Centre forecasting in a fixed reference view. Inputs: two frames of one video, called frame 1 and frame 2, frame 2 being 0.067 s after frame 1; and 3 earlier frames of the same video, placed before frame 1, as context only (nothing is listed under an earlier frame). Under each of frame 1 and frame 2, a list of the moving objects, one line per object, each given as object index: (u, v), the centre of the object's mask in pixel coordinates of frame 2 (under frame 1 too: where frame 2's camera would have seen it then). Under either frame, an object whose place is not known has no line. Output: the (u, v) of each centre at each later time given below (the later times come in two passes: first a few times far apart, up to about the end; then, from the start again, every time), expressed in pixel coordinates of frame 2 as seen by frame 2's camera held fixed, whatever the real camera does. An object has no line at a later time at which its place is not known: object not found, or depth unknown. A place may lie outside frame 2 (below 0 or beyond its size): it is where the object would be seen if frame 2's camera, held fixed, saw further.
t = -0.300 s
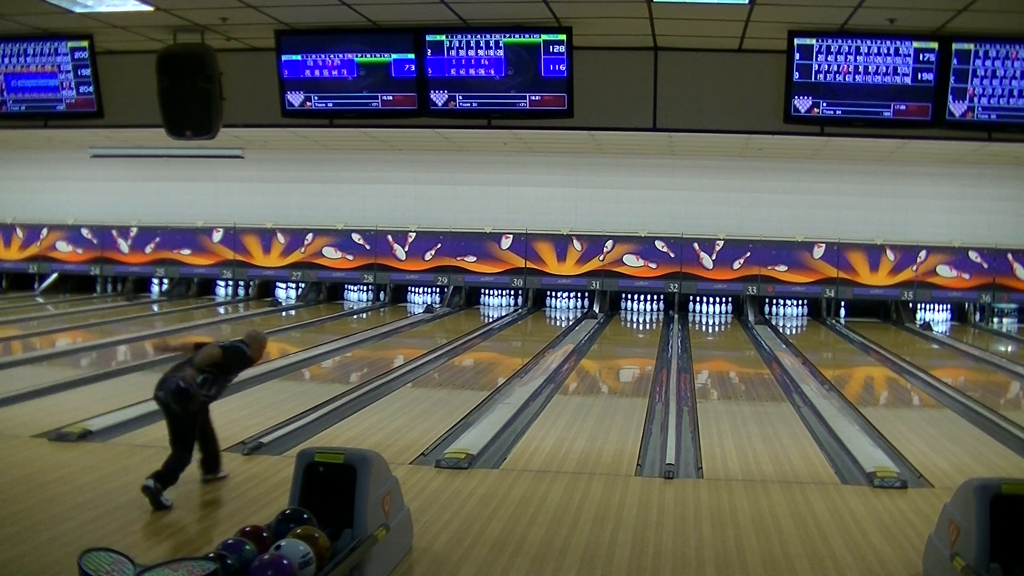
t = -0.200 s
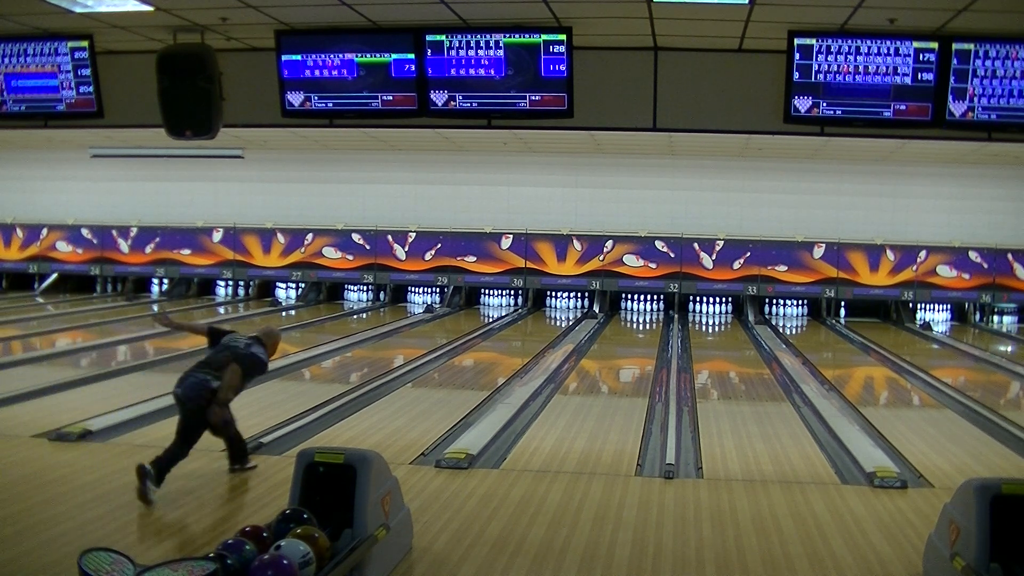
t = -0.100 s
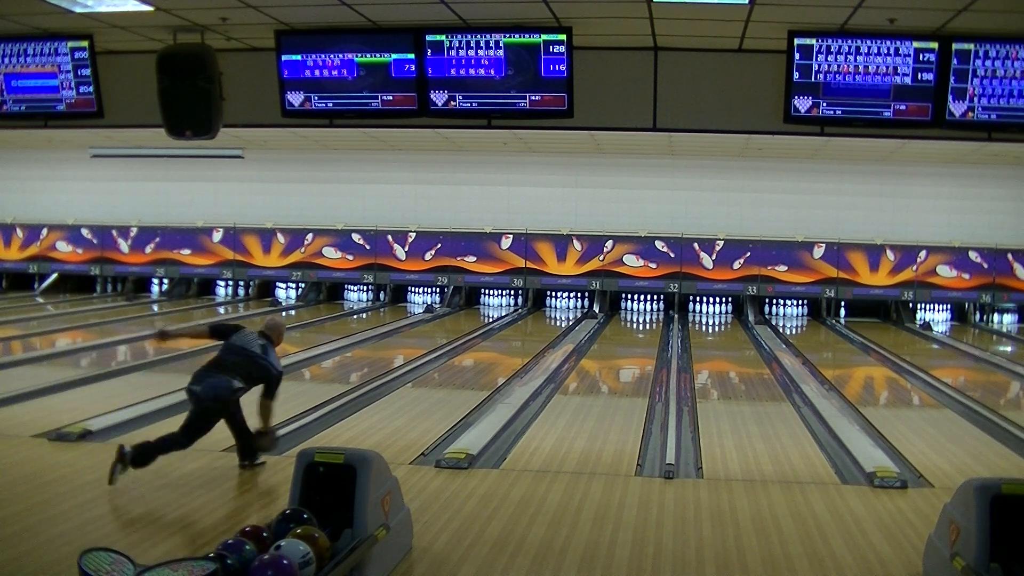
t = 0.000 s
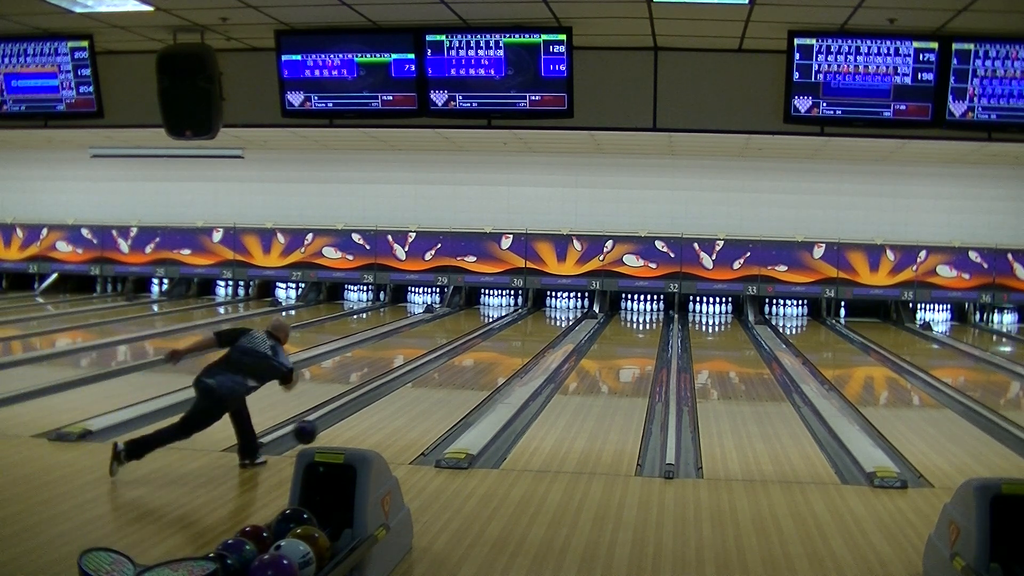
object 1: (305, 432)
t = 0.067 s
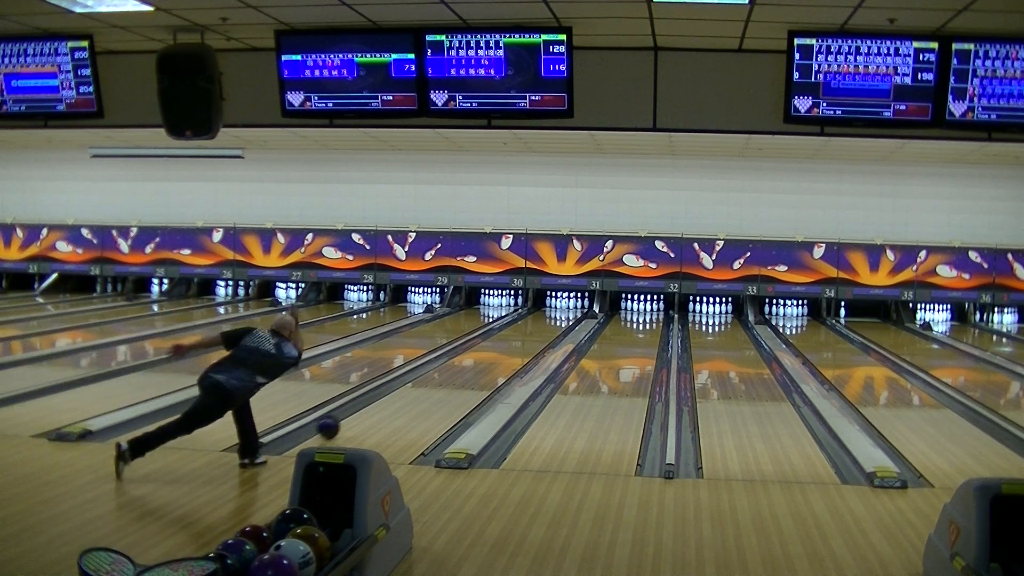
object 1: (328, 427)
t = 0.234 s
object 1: (376, 405)
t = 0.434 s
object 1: (420, 385)
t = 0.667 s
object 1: (459, 366)
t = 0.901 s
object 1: (489, 351)
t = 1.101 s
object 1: (509, 342)
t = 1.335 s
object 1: (528, 332)
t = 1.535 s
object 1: (541, 325)
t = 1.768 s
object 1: (553, 318)
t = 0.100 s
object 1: (339, 422)
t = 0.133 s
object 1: (349, 417)
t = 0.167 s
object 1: (359, 413)
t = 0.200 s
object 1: (368, 408)
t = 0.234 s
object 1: (376, 405)
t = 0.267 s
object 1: (385, 401)
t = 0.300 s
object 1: (392, 398)
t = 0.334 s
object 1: (400, 394)
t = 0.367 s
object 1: (407, 391)
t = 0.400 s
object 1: (414, 388)
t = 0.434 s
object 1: (420, 385)
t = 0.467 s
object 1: (427, 381)
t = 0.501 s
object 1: (433, 379)
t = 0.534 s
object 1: (438, 376)
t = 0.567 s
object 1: (444, 373)
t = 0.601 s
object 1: (450, 370)
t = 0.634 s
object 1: (455, 368)
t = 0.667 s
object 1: (459, 366)
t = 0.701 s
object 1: (464, 364)
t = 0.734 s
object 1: (469, 362)
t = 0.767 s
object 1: (473, 359)
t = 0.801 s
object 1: (478, 357)
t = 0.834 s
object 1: (481, 355)
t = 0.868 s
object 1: (485, 353)
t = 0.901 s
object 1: (489, 351)
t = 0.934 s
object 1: (493, 350)
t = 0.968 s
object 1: (496, 348)
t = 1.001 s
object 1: (500, 346)
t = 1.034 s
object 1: (503, 345)
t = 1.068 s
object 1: (506, 343)
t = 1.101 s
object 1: (509, 342)
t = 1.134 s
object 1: (512, 340)
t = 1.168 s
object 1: (515, 339)
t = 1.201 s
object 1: (518, 337)
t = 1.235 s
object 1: (521, 336)
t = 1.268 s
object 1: (523, 335)
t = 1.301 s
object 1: (526, 333)
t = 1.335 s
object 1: (528, 332)
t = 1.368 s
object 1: (530, 331)
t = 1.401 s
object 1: (533, 330)
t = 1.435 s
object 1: (535, 328)
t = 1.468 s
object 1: (537, 327)
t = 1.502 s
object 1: (539, 326)
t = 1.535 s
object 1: (541, 325)
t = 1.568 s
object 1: (543, 323)
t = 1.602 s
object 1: (545, 322)
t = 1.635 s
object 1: (546, 321)
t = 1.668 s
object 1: (548, 321)
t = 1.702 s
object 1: (550, 320)
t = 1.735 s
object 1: (551, 319)
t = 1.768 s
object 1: (553, 318)
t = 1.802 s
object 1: (554, 317)
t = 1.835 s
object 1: (555, 316)
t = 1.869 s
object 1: (557, 315)
